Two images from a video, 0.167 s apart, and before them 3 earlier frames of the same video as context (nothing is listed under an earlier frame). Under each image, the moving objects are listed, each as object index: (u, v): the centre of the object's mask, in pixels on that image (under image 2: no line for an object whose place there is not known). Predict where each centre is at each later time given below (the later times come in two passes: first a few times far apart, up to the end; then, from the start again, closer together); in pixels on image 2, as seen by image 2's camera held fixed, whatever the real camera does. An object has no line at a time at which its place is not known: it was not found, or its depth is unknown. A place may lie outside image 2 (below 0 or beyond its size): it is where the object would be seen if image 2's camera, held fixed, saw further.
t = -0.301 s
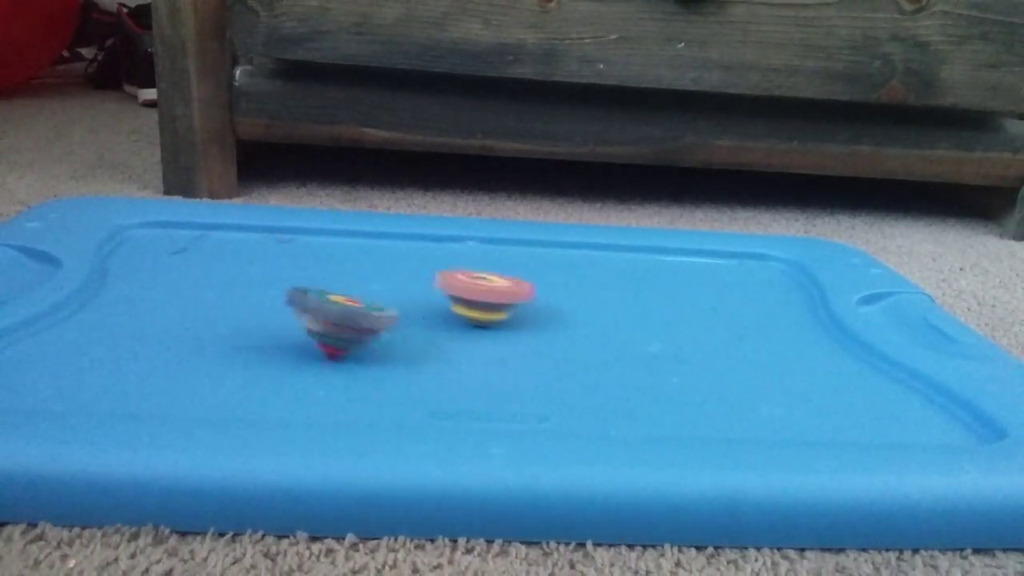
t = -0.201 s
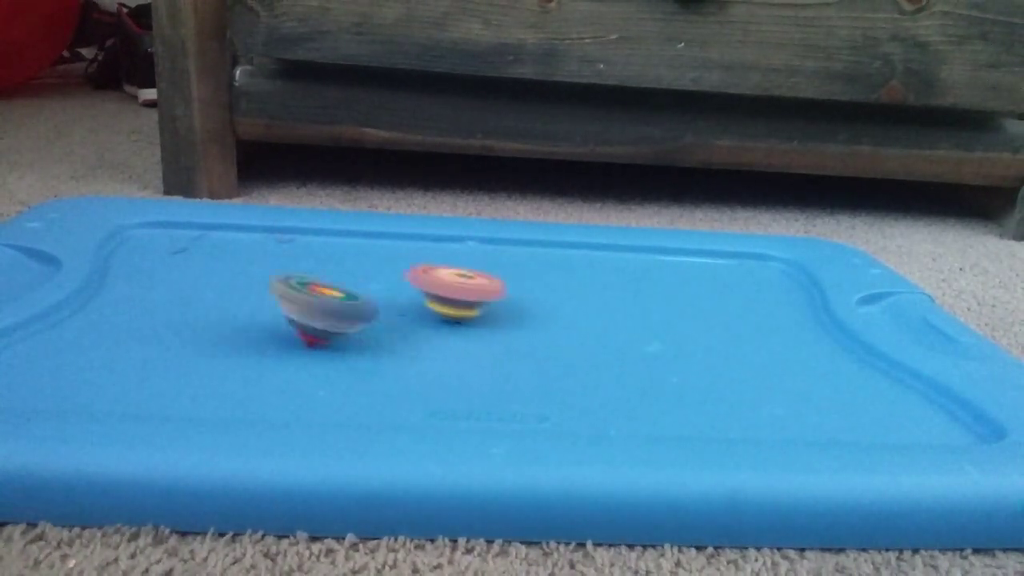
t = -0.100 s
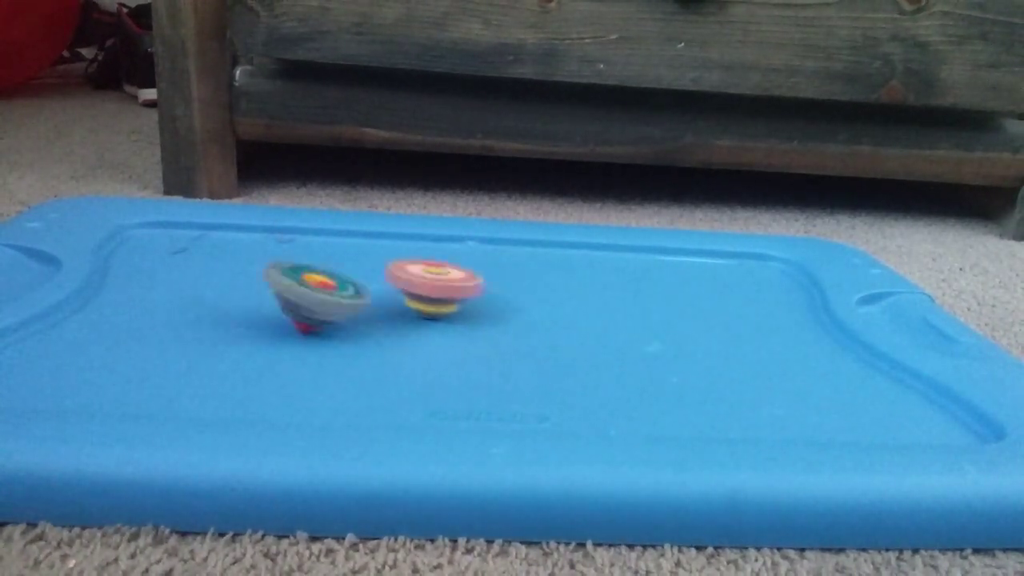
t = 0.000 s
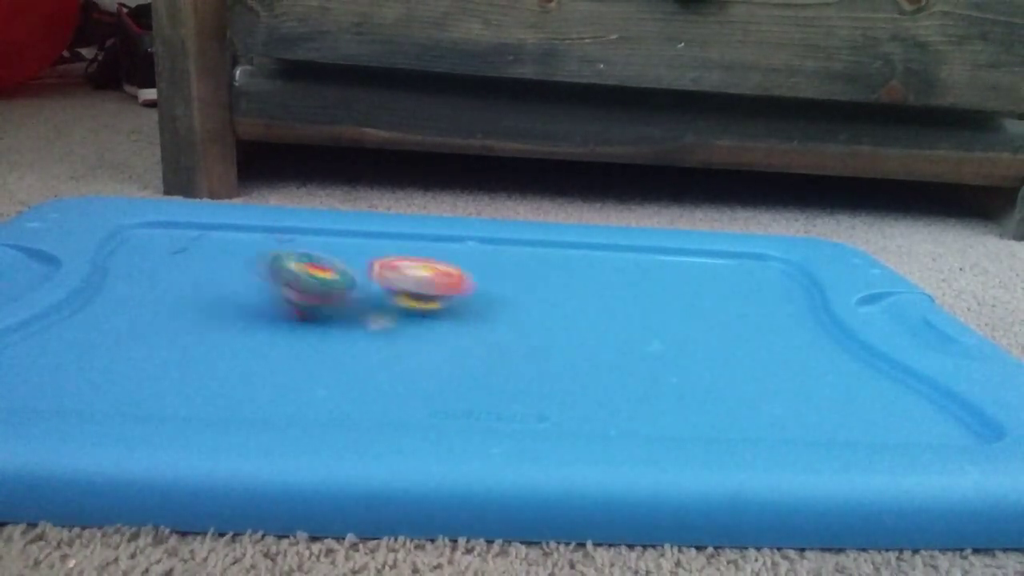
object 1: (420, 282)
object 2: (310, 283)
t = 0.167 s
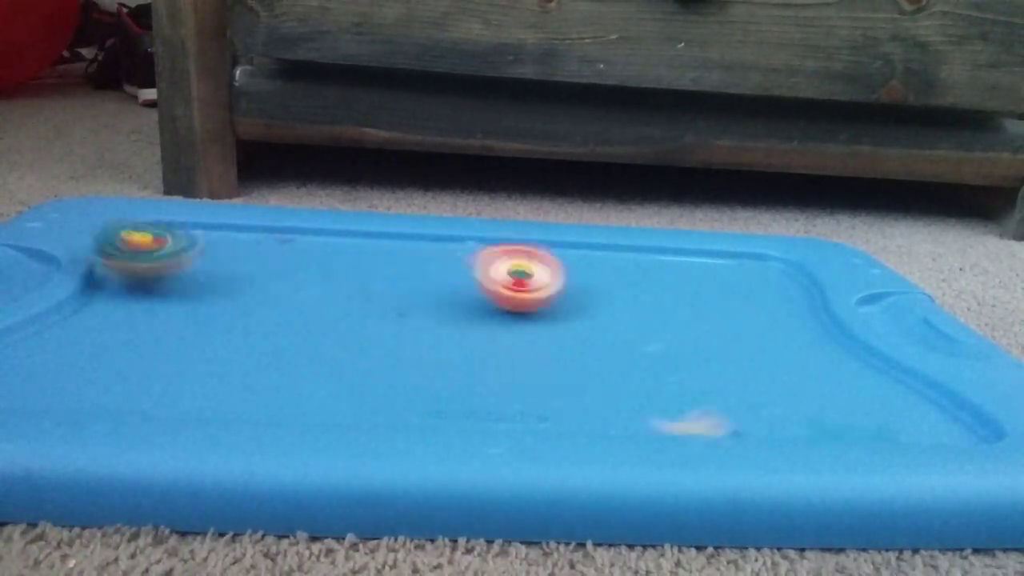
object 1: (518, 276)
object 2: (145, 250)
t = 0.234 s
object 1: (541, 279)
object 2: (110, 248)
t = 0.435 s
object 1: (601, 293)
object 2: (146, 243)
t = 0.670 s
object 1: (671, 314)
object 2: (198, 250)
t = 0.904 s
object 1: (719, 335)
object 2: (243, 258)
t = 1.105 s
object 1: (721, 348)
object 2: (299, 279)
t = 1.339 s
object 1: (676, 351)
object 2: (376, 299)
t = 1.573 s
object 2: (436, 309)
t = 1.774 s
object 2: (453, 308)
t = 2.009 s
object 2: (457, 306)
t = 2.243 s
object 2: (465, 309)
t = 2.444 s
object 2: (463, 311)
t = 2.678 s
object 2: (465, 312)
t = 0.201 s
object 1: (531, 278)
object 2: (118, 249)
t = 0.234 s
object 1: (541, 279)
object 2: (110, 248)
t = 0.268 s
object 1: (550, 280)
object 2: (114, 246)
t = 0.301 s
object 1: (561, 282)
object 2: (119, 251)
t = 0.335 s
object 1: (571, 285)
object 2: (124, 248)
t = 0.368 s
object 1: (580, 287)
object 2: (131, 248)
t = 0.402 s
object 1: (591, 290)
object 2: (136, 250)
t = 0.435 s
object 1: (601, 293)
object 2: (146, 243)
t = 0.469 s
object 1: (610, 296)
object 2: (153, 247)
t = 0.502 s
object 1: (622, 299)
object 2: (160, 246)
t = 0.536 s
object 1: (632, 302)
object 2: (167, 245)
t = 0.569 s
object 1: (642, 305)
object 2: (176, 248)
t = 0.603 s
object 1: (653, 309)
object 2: (184, 246)
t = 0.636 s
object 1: (662, 312)
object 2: (190, 247)
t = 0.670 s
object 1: (671, 314)
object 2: (198, 250)
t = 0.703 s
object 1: (681, 318)
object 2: (204, 248)
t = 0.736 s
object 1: (689, 321)
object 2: (211, 251)
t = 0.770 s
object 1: (697, 324)
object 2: (218, 253)
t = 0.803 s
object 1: (704, 327)
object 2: (223, 253)
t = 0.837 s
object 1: (709, 329)
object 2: (231, 259)
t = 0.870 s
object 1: (714, 332)
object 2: (238, 260)
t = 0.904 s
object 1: (719, 335)
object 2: (243, 258)
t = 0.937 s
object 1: (722, 337)
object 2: (253, 268)
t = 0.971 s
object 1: (724, 340)
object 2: (263, 268)
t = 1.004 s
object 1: (726, 342)
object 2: (270, 265)
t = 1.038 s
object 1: (725, 345)
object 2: (278, 267)
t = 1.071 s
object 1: (722, 347)
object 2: (289, 277)
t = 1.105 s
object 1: (721, 348)
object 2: (299, 279)
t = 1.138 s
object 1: (716, 351)
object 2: (309, 275)
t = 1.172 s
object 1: (711, 353)
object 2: (318, 278)
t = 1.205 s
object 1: (706, 354)
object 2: (329, 285)
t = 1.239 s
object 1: (700, 353)
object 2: (339, 288)
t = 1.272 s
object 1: (692, 353)
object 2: (348, 289)
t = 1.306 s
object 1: (683, 353)
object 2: (362, 289)
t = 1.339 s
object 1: (676, 351)
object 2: (376, 299)
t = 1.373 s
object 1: (668, 349)
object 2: (390, 300)
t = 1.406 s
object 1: (659, 347)
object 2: (399, 301)
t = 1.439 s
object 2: (406, 300)
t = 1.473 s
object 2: (411, 300)
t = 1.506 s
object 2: (423, 306)
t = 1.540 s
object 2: (426, 307)
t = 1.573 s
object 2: (436, 309)
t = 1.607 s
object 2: (440, 309)
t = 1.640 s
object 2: (444, 306)
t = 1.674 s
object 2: (442, 306)
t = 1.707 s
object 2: (445, 308)
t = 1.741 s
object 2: (450, 311)
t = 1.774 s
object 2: (453, 308)
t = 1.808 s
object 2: (454, 309)
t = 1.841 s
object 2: (453, 311)
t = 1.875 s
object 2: (458, 310)
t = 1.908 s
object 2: (461, 307)
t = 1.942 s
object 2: (460, 305)
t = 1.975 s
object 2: (458, 306)
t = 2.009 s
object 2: (457, 306)
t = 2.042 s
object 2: (458, 307)
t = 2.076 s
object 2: (461, 311)
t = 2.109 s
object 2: (467, 314)
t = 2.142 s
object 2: (466, 313)
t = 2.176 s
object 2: (465, 311)
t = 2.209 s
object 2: (466, 309)
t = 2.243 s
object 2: (465, 309)
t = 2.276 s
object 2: (467, 308)
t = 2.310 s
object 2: (466, 310)
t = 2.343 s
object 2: (466, 311)
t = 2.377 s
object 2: (465, 311)
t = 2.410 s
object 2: (464, 311)
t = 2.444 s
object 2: (463, 311)
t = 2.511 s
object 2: (464, 312)
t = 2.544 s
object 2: (464, 312)
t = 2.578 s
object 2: (464, 312)
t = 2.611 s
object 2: (464, 312)
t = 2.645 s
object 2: (464, 312)
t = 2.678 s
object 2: (465, 312)
